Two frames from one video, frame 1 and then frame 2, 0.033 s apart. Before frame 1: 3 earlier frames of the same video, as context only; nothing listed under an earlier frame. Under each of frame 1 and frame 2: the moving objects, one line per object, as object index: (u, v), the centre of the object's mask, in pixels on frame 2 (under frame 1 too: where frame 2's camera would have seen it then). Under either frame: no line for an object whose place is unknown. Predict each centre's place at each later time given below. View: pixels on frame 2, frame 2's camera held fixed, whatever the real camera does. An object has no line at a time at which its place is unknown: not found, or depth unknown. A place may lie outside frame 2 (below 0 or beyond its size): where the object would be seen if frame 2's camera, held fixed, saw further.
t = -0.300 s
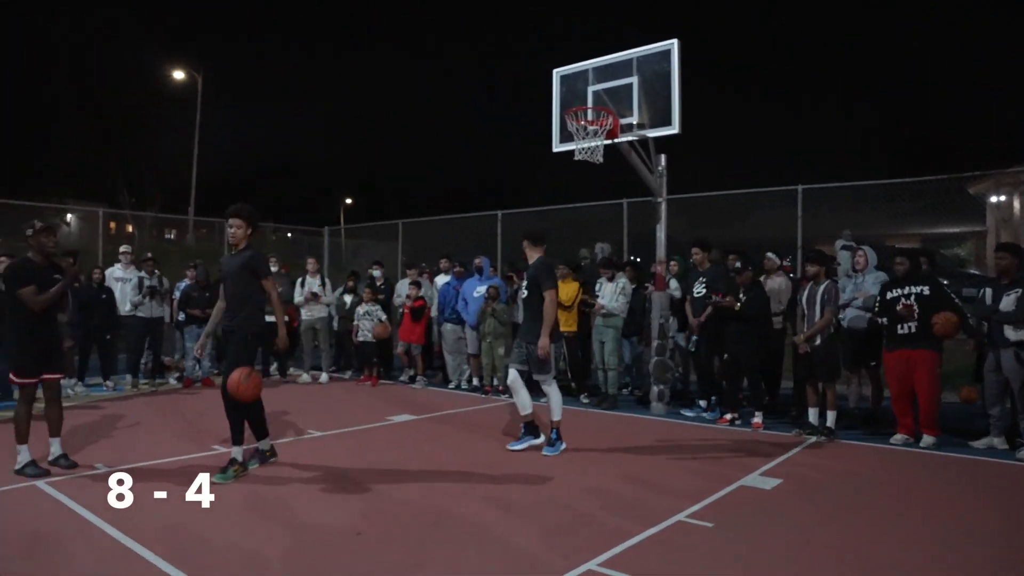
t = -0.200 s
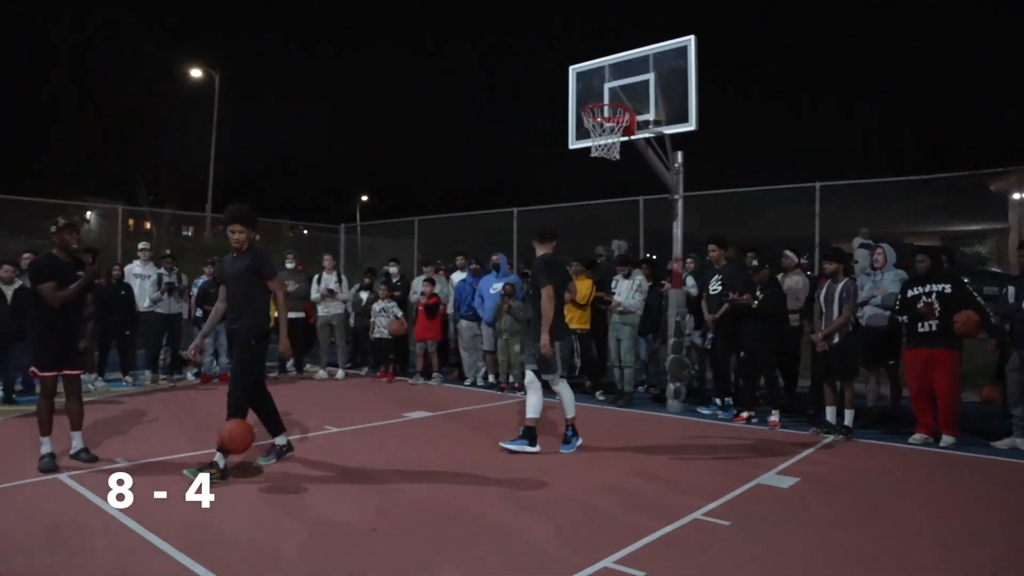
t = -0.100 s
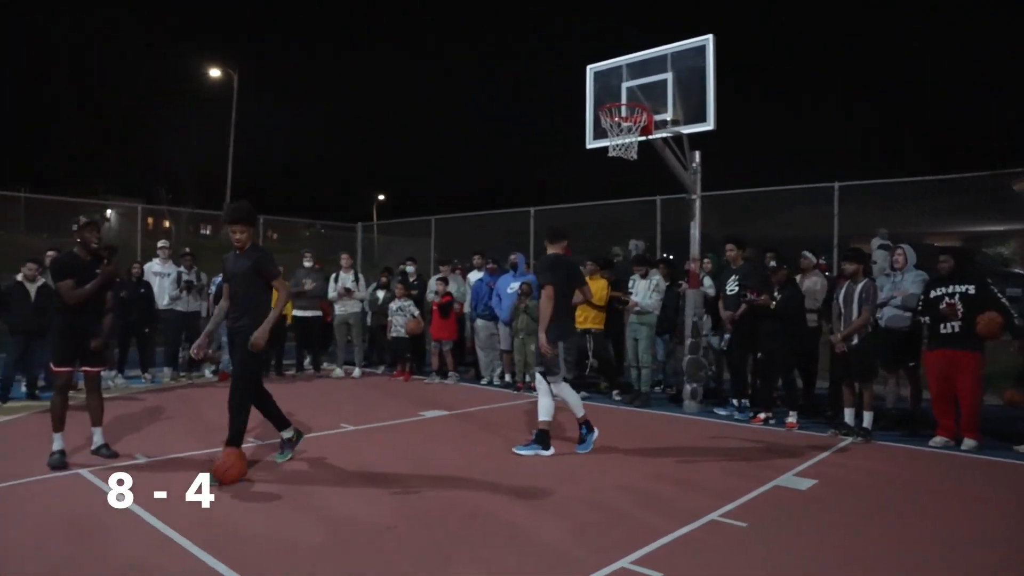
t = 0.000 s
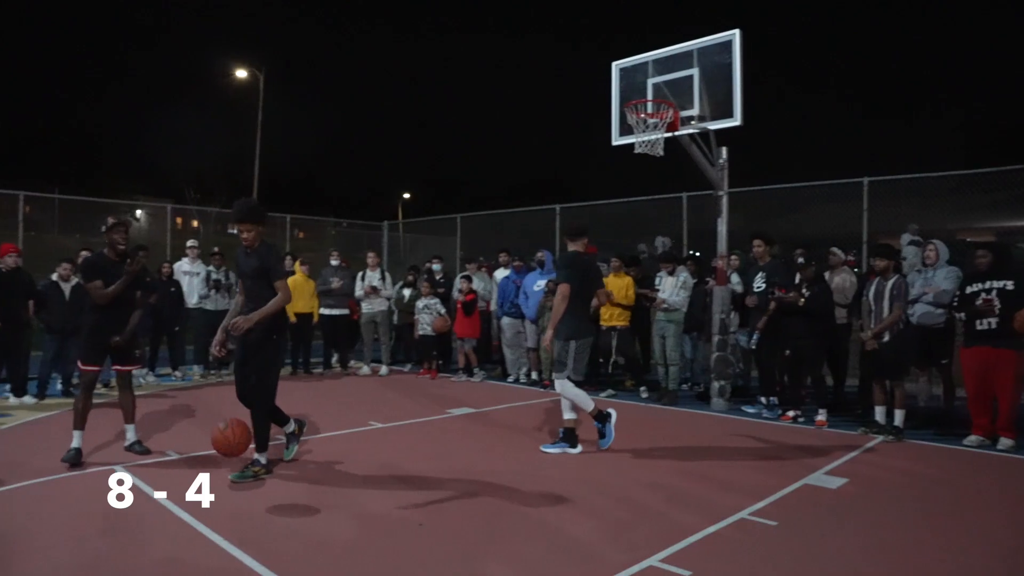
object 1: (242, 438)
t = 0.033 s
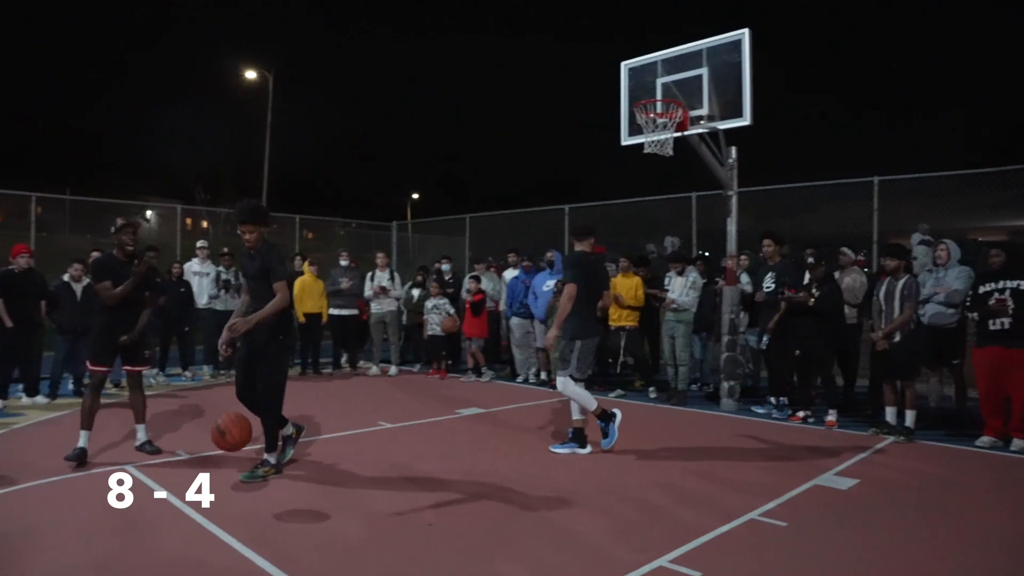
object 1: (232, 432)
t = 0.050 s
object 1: (226, 429)
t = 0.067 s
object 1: (221, 428)
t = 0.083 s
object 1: (218, 427)
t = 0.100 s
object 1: (214, 425)
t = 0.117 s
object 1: (211, 425)
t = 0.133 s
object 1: (207, 424)
